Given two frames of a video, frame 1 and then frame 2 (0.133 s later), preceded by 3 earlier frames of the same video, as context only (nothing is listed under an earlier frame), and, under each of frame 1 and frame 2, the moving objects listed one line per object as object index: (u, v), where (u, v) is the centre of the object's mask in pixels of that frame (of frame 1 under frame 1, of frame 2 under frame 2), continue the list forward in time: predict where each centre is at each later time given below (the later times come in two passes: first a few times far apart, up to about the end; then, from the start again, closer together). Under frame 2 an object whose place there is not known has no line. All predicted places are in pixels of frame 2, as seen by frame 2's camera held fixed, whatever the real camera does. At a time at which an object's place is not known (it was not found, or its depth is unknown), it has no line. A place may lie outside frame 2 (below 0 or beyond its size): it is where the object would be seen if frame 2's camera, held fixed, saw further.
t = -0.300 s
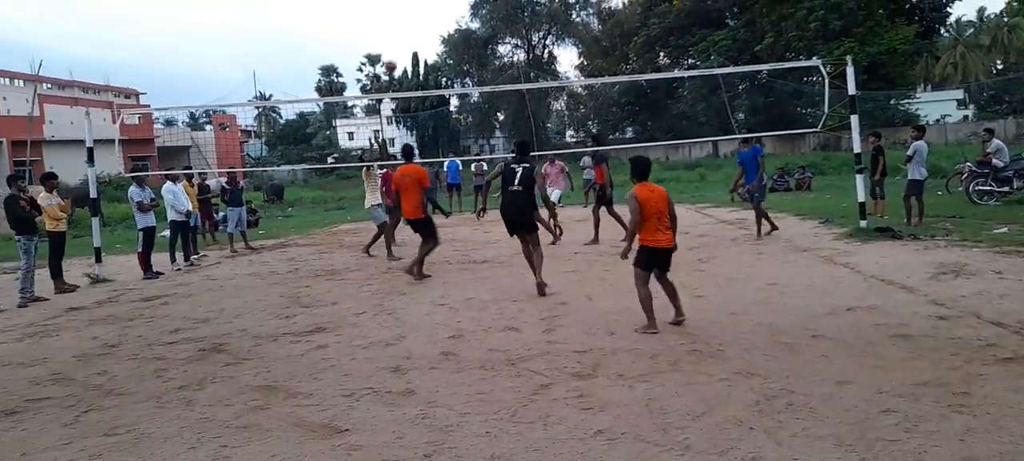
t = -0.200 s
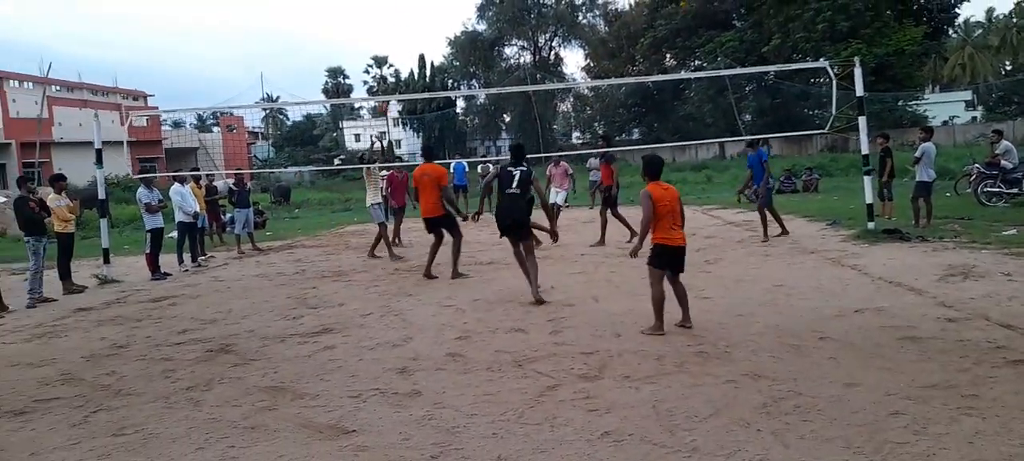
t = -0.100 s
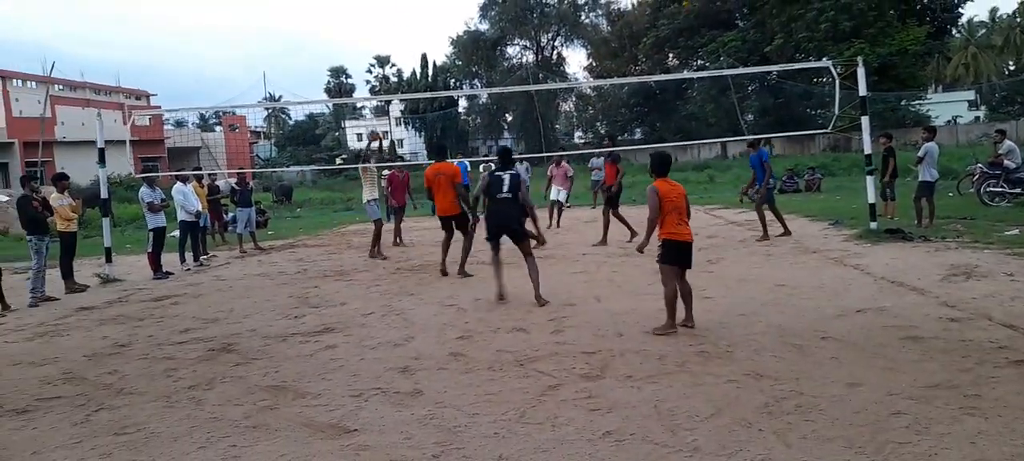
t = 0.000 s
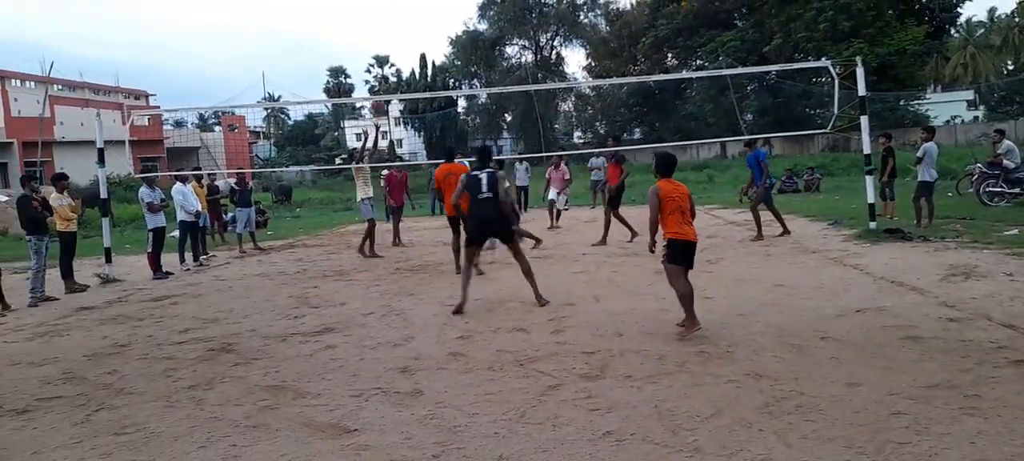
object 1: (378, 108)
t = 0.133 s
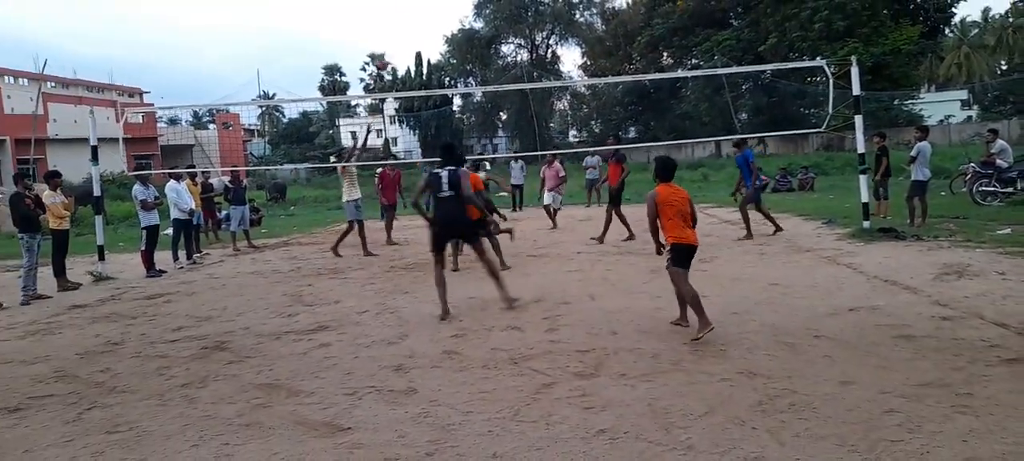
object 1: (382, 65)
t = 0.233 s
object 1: (388, 44)
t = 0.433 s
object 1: (405, 21)
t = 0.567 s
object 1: (416, 19)
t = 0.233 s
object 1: (388, 44)
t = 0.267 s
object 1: (390, 39)
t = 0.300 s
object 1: (393, 34)
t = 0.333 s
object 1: (396, 30)
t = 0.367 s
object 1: (399, 26)
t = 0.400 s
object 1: (402, 23)
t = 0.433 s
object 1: (405, 21)
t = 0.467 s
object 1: (407, 19)
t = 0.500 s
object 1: (410, 18)
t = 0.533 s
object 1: (413, 18)
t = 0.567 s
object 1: (416, 19)
